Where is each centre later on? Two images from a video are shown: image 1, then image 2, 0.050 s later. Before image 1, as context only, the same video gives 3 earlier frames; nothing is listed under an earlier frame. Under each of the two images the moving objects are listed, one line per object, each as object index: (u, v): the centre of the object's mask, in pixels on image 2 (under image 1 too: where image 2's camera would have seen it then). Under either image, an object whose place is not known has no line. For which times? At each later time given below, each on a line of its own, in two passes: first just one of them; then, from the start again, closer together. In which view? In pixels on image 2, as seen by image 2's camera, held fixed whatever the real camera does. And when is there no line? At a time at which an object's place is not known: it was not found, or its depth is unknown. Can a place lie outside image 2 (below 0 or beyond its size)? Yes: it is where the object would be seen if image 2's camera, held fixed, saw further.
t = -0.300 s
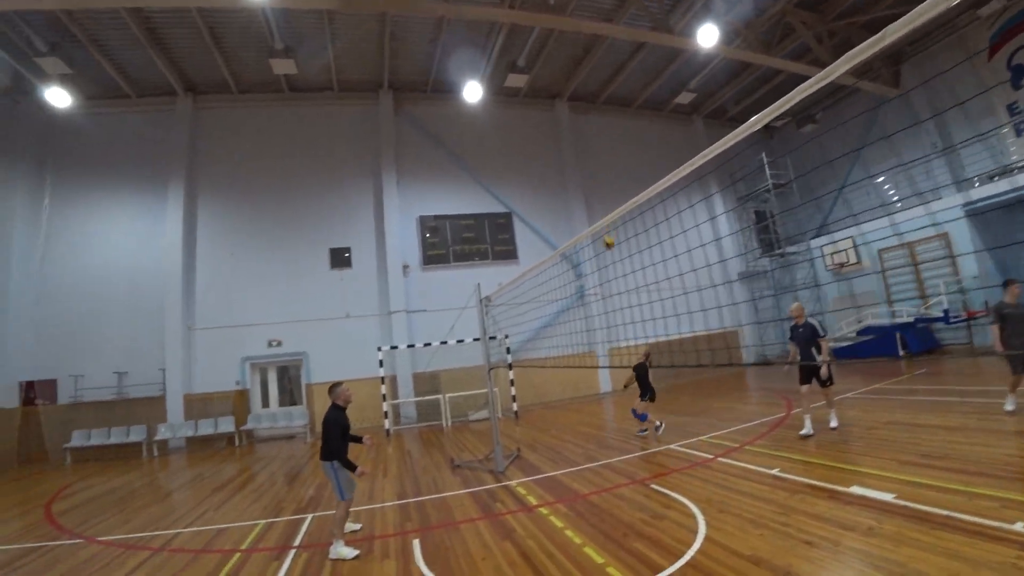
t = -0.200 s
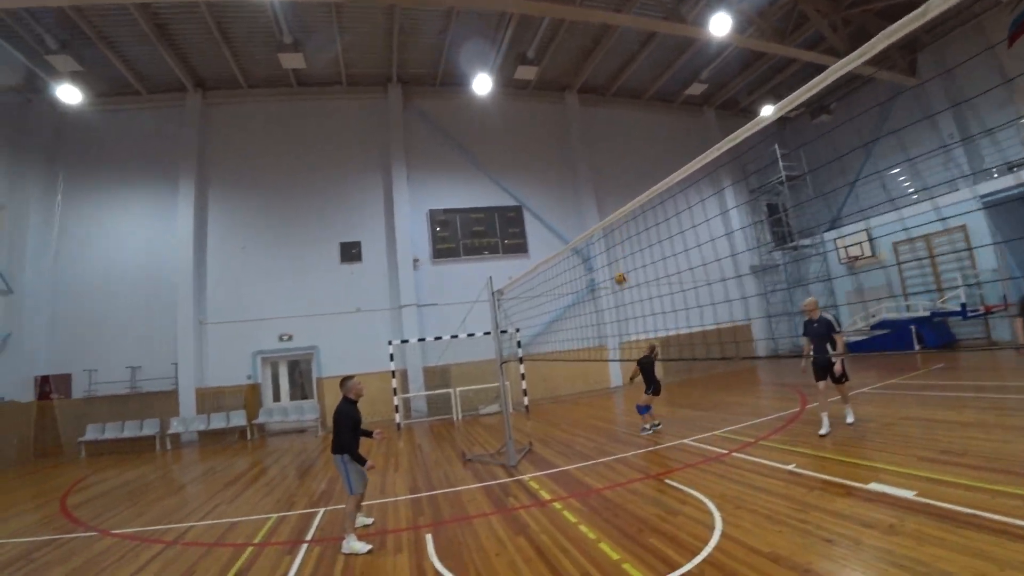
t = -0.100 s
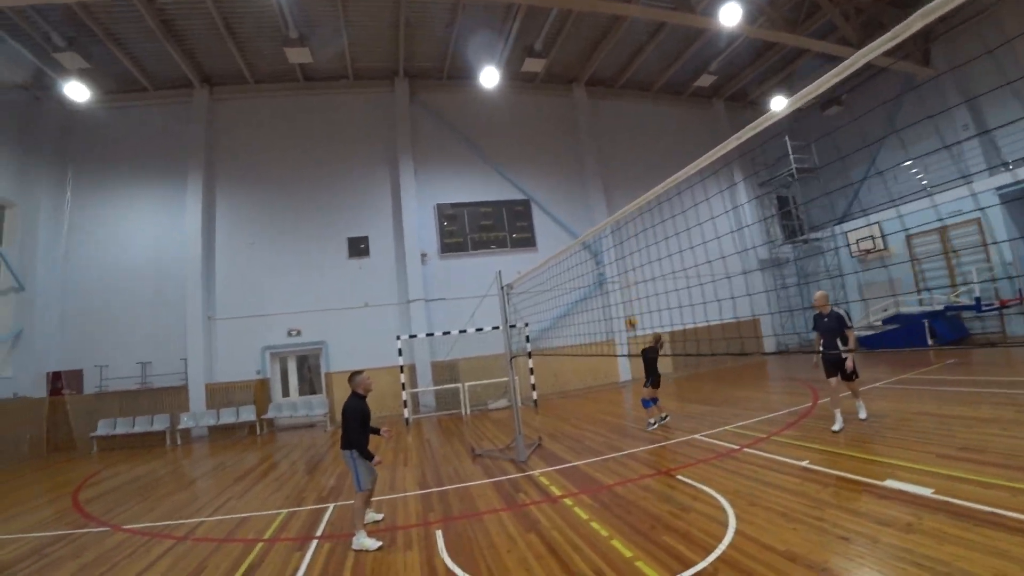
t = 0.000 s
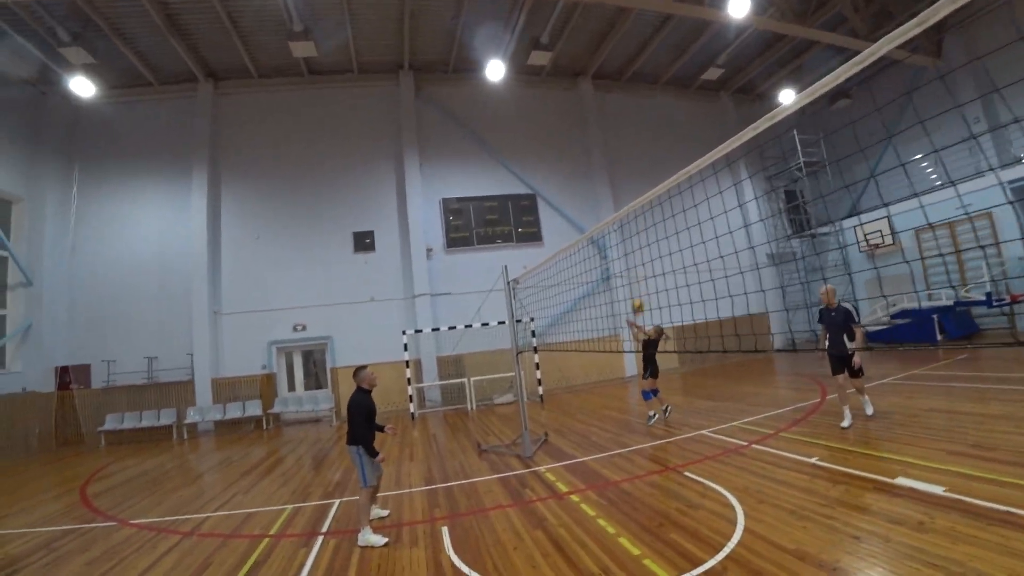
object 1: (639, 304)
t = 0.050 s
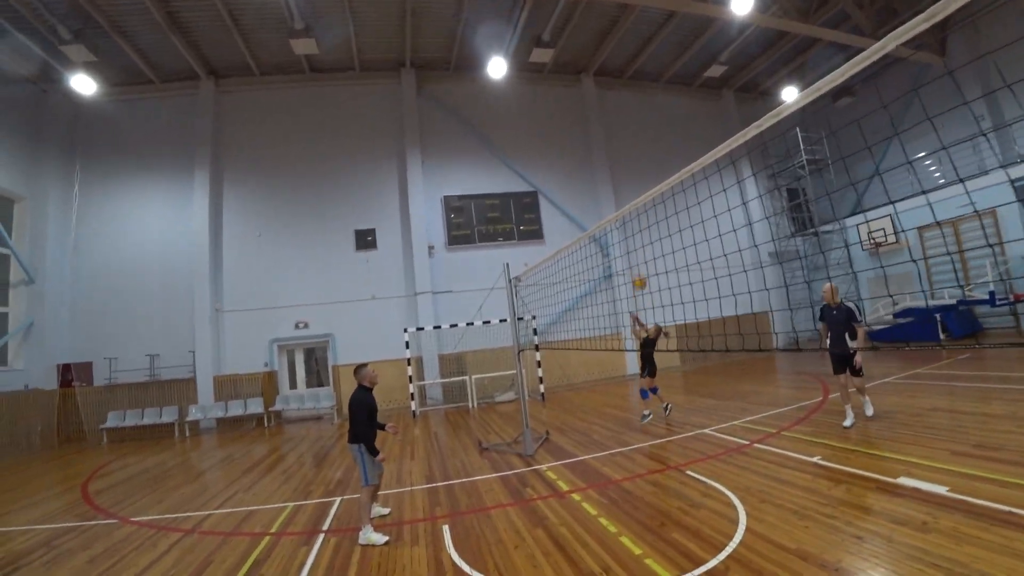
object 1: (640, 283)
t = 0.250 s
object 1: (640, 189)
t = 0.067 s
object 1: (640, 275)
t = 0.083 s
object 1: (640, 267)
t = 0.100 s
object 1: (640, 259)
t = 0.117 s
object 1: (640, 251)
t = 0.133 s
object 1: (640, 244)
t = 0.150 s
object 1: (640, 236)
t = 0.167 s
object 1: (639, 229)
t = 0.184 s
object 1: (639, 222)
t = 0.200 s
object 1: (639, 214)
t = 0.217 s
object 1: (641, 208)
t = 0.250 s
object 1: (640, 189)
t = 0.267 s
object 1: (639, 182)
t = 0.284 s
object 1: (640, 175)
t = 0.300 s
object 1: (640, 169)
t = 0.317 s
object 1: (640, 160)
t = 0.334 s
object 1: (641, 153)
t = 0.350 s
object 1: (641, 144)
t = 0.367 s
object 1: (641, 135)
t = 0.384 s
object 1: (642, 126)
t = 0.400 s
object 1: (641, 119)
